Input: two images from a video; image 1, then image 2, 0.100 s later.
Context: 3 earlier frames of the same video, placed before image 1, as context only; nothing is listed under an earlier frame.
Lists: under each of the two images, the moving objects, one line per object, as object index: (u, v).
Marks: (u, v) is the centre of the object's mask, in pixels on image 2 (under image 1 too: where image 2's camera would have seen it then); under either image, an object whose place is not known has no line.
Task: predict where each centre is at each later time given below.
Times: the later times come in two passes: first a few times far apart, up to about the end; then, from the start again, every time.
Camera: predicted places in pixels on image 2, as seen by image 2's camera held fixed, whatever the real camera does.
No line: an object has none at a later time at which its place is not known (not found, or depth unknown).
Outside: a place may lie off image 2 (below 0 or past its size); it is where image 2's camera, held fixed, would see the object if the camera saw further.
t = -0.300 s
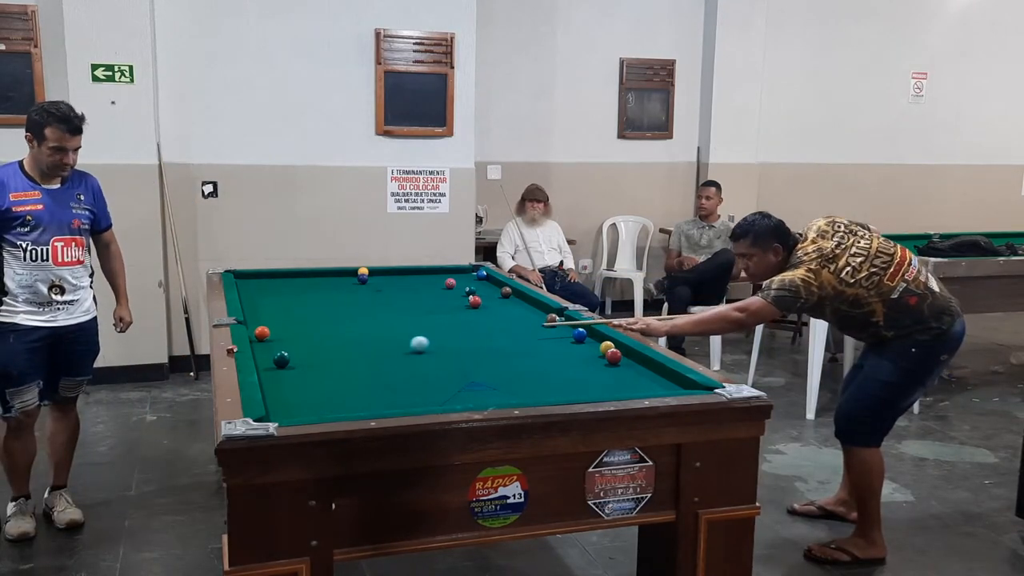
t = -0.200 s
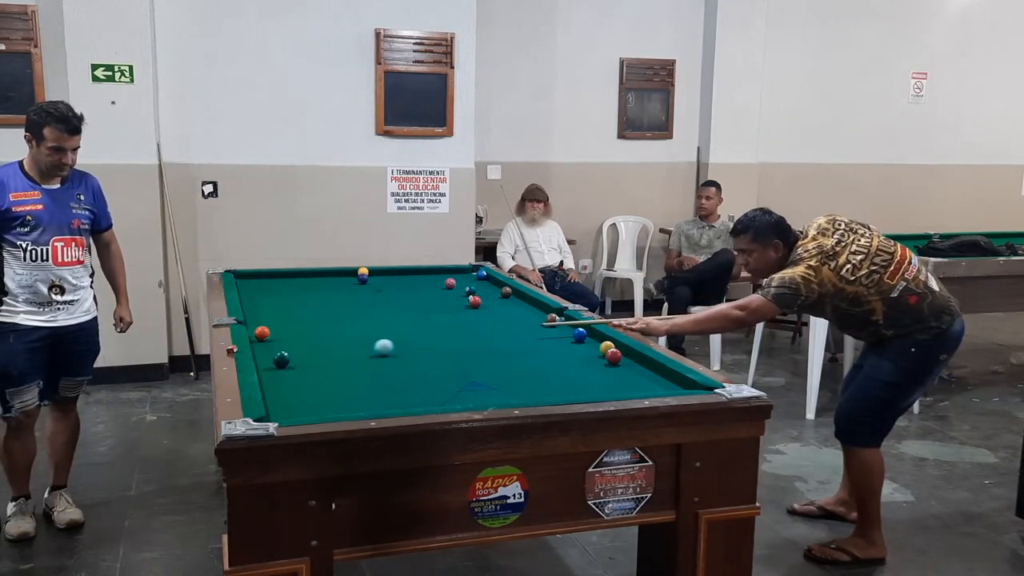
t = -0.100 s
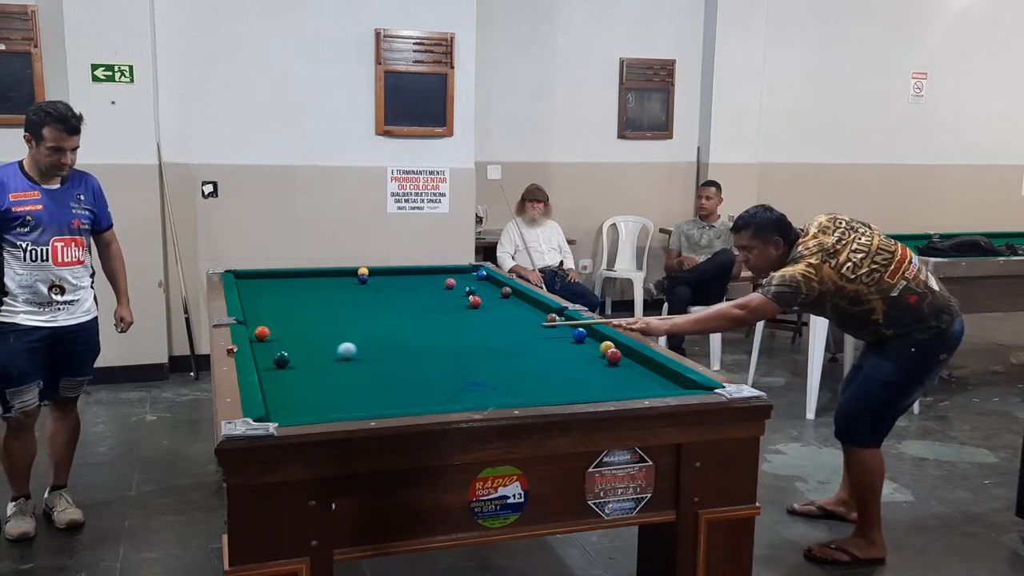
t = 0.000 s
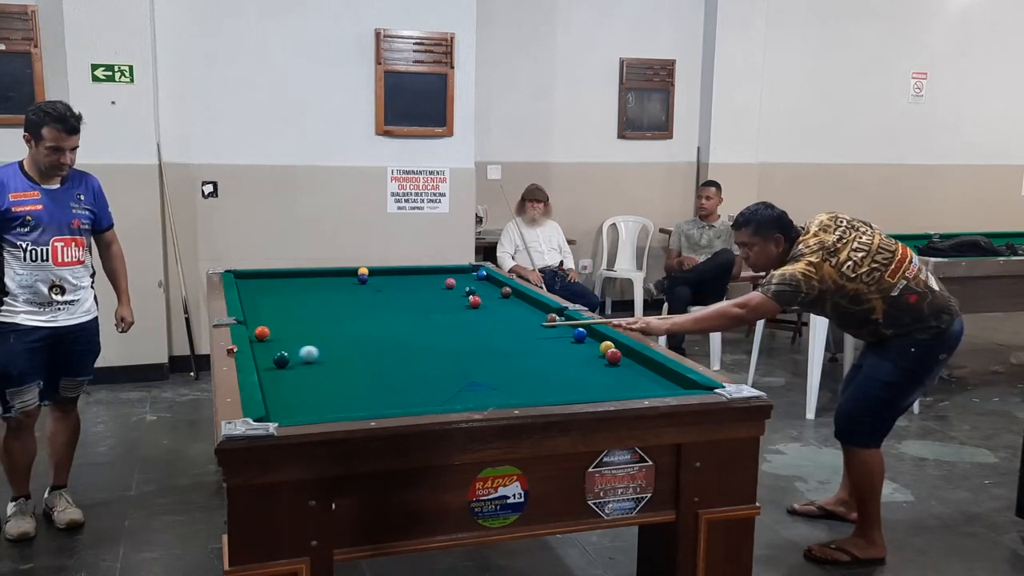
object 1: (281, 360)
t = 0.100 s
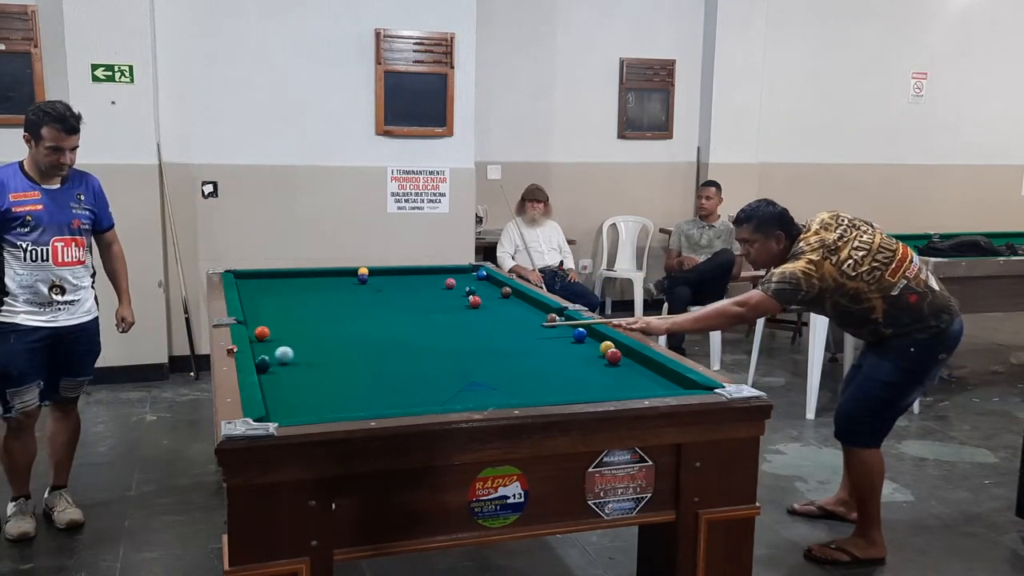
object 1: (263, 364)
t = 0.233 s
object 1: (288, 366)
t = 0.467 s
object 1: (333, 370)
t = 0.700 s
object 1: (377, 372)
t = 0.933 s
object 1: (420, 374)
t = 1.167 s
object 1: (460, 376)
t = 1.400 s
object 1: (499, 380)
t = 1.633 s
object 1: (536, 382)
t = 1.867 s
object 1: (572, 384)
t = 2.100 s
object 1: (607, 386)
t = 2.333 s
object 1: (639, 386)
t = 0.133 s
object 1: (268, 366)
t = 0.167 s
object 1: (275, 366)
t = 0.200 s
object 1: (282, 366)
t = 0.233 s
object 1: (288, 366)
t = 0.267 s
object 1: (295, 367)
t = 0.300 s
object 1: (301, 367)
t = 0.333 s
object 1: (308, 367)
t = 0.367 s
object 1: (315, 368)
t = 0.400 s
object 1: (321, 369)
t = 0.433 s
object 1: (327, 369)
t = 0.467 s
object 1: (333, 370)
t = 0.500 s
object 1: (340, 370)
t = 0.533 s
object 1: (346, 371)
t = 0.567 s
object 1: (352, 370)
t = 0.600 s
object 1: (359, 370)
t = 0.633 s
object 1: (365, 371)
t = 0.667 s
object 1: (370, 372)
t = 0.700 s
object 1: (377, 372)
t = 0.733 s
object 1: (383, 373)
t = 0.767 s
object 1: (389, 373)
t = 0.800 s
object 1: (395, 374)
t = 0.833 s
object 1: (401, 373)
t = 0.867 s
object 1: (407, 374)
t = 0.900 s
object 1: (414, 374)
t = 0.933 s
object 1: (420, 374)
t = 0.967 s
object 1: (425, 375)
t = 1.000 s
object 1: (431, 376)
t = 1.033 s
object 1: (437, 376)
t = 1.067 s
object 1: (443, 376)
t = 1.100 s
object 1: (448, 377)
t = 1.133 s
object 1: (453, 376)
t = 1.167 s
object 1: (460, 376)
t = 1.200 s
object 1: (466, 378)
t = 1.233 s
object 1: (472, 378)
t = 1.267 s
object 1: (477, 379)
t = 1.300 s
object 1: (482, 379)
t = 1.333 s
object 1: (488, 379)
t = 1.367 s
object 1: (493, 380)
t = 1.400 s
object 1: (499, 380)
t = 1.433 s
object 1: (504, 380)
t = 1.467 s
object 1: (509, 380)
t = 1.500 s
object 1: (515, 380)
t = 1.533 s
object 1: (521, 381)
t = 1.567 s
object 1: (526, 382)
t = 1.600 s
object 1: (531, 382)
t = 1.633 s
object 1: (536, 382)
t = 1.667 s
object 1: (542, 383)
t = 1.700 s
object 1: (547, 383)
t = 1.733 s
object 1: (552, 383)
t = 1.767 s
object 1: (557, 384)
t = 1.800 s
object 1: (562, 384)
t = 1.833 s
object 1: (567, 384)
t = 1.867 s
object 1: (572, 384)
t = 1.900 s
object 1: (577, 385)
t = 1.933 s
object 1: (581, 385)
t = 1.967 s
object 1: (587, 385)
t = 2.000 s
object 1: (592, 386)
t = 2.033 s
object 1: (597, 386)
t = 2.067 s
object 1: (602, 386)
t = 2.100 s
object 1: (607, 386)
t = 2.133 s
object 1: (612, 387)
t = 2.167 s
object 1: (616, 386)
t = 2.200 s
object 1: (621, 387)
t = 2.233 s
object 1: (626, 386)
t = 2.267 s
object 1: (631, 386)
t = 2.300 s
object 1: (635, 387)
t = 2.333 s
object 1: (639, 386)
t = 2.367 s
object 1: (644, 387)
